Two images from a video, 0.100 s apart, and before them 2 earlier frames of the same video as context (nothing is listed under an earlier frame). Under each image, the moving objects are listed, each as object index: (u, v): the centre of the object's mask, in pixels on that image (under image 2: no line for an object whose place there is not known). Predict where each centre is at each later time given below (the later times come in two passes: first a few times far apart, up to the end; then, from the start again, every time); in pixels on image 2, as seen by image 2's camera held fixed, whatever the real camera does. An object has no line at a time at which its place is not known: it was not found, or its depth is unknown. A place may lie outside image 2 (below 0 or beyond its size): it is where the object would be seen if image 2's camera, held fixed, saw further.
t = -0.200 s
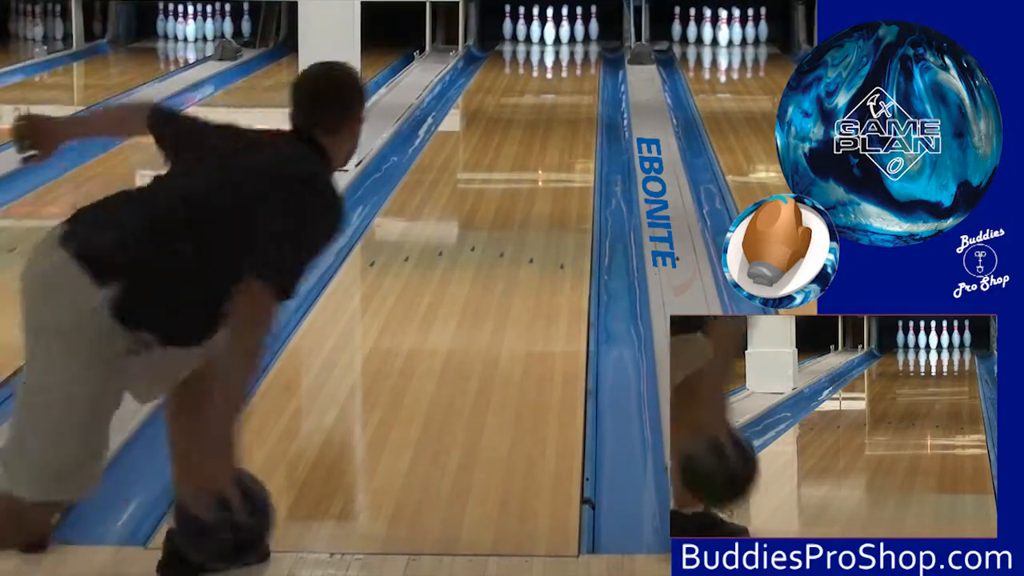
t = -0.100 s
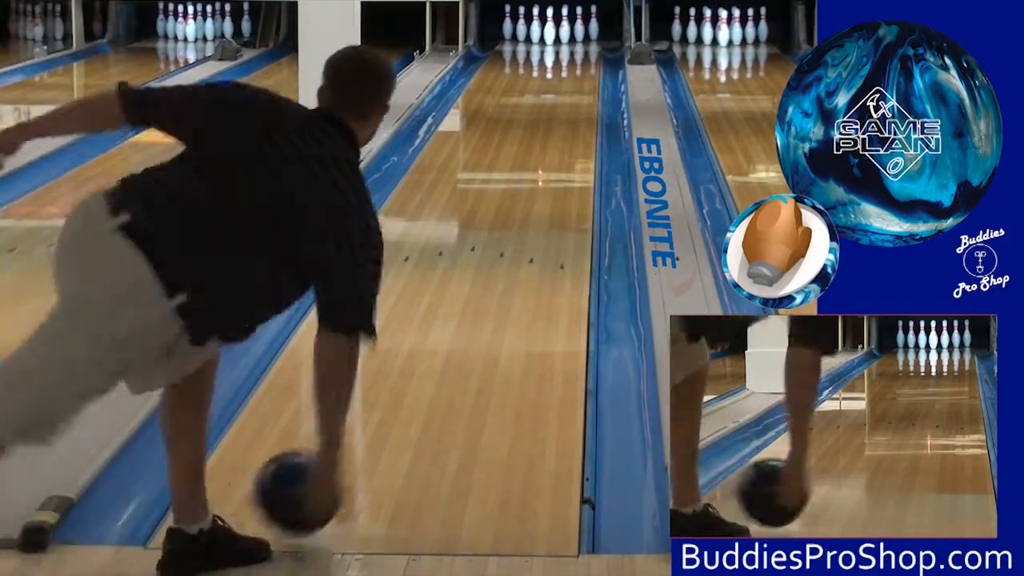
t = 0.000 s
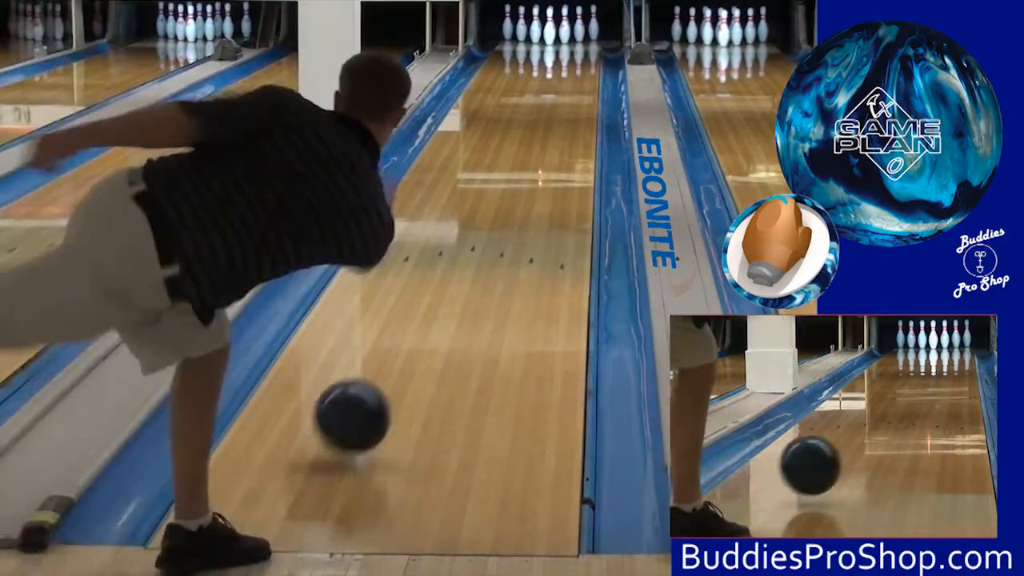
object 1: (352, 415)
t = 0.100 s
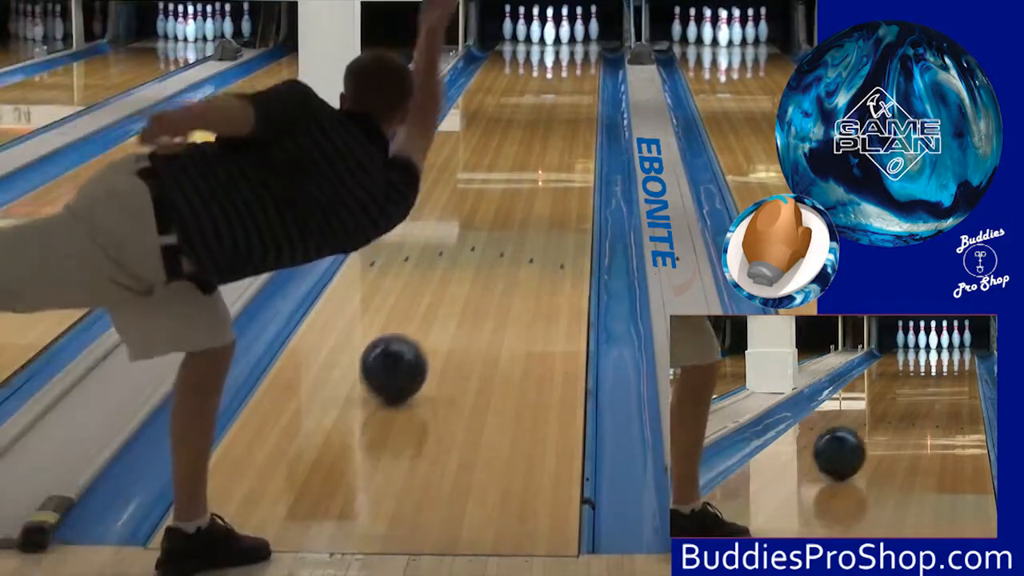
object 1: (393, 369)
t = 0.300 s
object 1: (453, 283)
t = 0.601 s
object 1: (510, 199)
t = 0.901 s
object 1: (546, 145)
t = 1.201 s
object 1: (568, 107)
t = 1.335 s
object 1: (575, 94)
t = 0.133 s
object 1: (405, 351)
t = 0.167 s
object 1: (416, 336)
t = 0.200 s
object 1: (426, 321)
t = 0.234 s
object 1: (436, 307)
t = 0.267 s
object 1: (445, 294)
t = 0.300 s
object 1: (453, 283)
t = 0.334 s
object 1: (461, 271)
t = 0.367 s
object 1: (469, 260)
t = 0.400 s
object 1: (474, 251)
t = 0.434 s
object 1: (483, 241)
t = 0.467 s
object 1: (489, 231)
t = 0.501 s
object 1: (495, 223)
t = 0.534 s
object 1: (500, 215)
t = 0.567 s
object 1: (505, 206)
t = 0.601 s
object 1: (510, 199)
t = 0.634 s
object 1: (515, 192)
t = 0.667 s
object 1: (520, 185)
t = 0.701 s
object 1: (524, 178)
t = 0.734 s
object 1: (528, 172)
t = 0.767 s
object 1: (532, 166)
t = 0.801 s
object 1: (536, 161)
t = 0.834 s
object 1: (539, 155)
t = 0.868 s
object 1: (543, 150)
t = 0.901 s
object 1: (546, 145)
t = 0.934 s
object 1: (549, 140)
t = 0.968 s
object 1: (552, 135)
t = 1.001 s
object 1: (555, 131)
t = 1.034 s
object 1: (557, 126)
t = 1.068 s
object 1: (559, 122)
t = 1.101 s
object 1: (562, 118)
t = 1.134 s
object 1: (564, 114)
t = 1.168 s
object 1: (566, 111)
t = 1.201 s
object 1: (568, 107)
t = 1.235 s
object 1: (570, 103)
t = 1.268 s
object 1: (572, 100)
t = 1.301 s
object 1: (574, 96)
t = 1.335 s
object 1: (575, 94)
